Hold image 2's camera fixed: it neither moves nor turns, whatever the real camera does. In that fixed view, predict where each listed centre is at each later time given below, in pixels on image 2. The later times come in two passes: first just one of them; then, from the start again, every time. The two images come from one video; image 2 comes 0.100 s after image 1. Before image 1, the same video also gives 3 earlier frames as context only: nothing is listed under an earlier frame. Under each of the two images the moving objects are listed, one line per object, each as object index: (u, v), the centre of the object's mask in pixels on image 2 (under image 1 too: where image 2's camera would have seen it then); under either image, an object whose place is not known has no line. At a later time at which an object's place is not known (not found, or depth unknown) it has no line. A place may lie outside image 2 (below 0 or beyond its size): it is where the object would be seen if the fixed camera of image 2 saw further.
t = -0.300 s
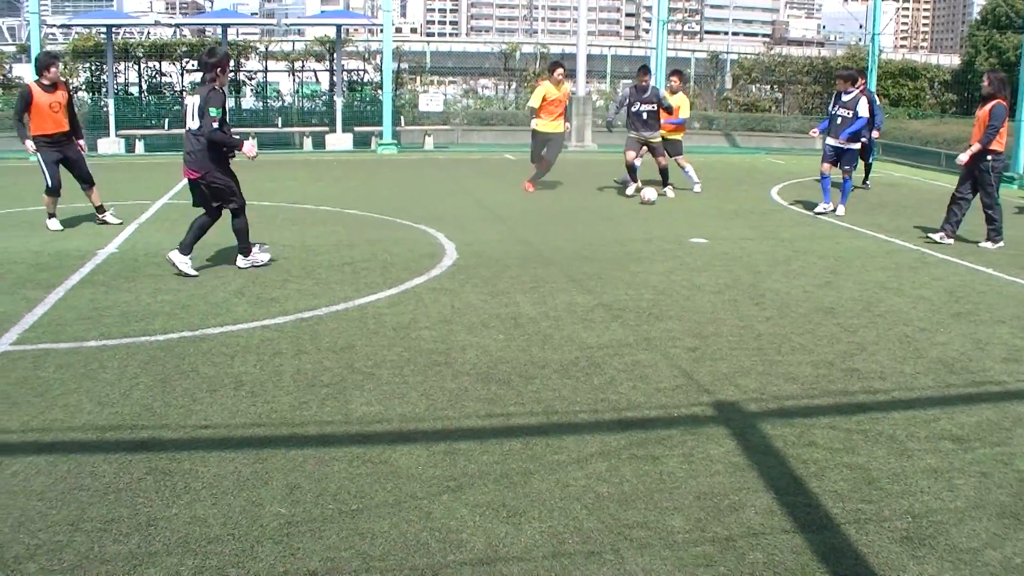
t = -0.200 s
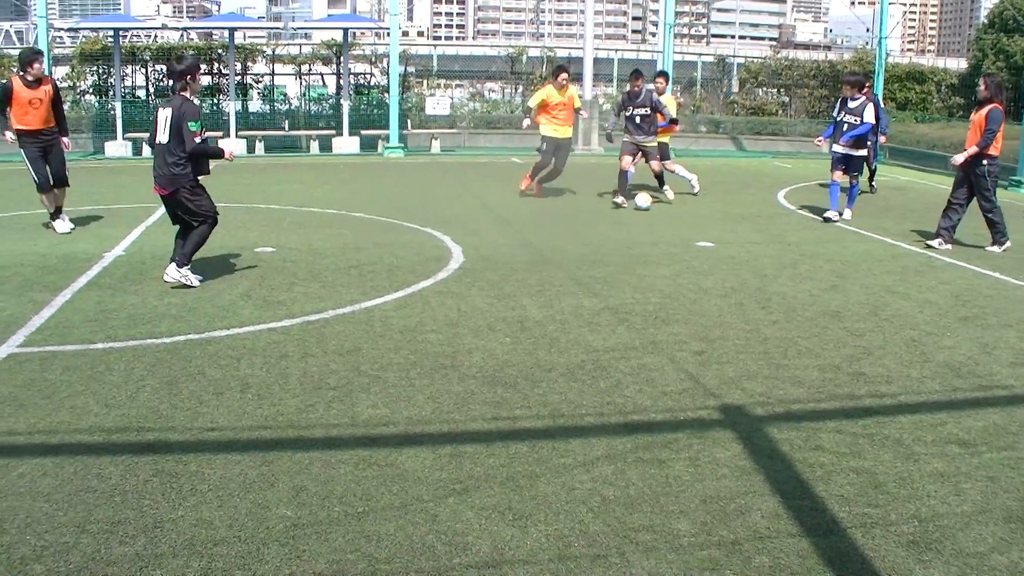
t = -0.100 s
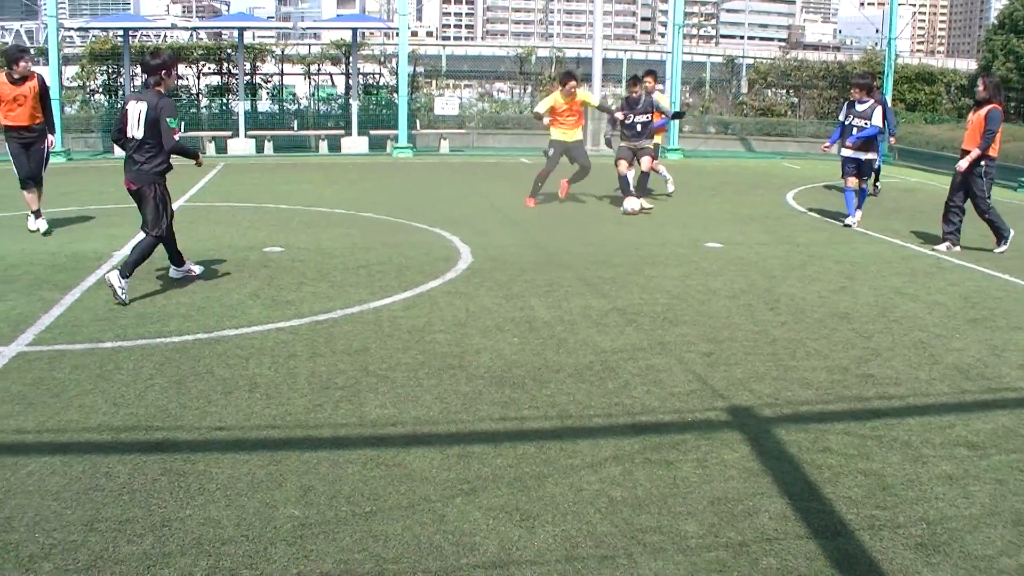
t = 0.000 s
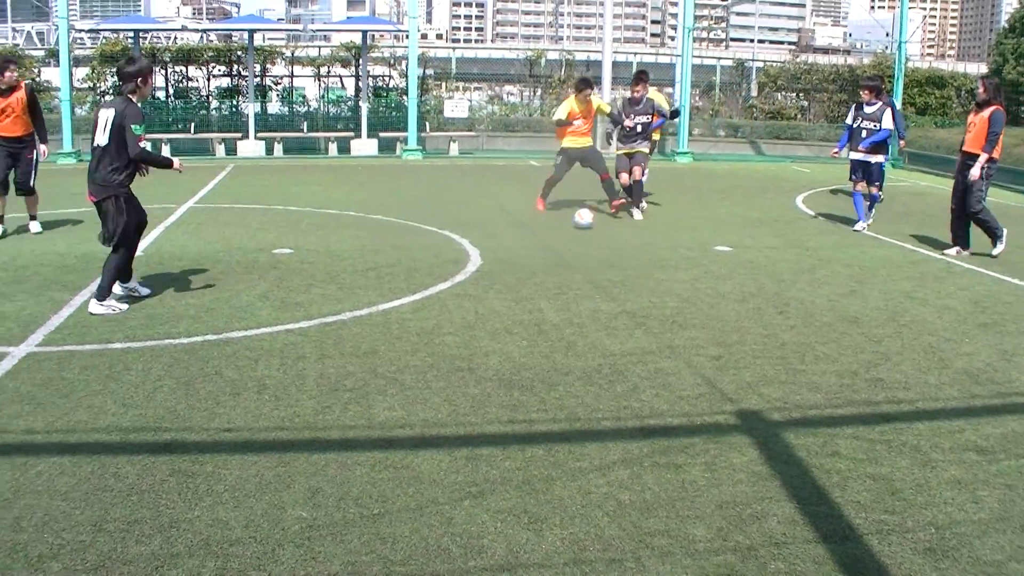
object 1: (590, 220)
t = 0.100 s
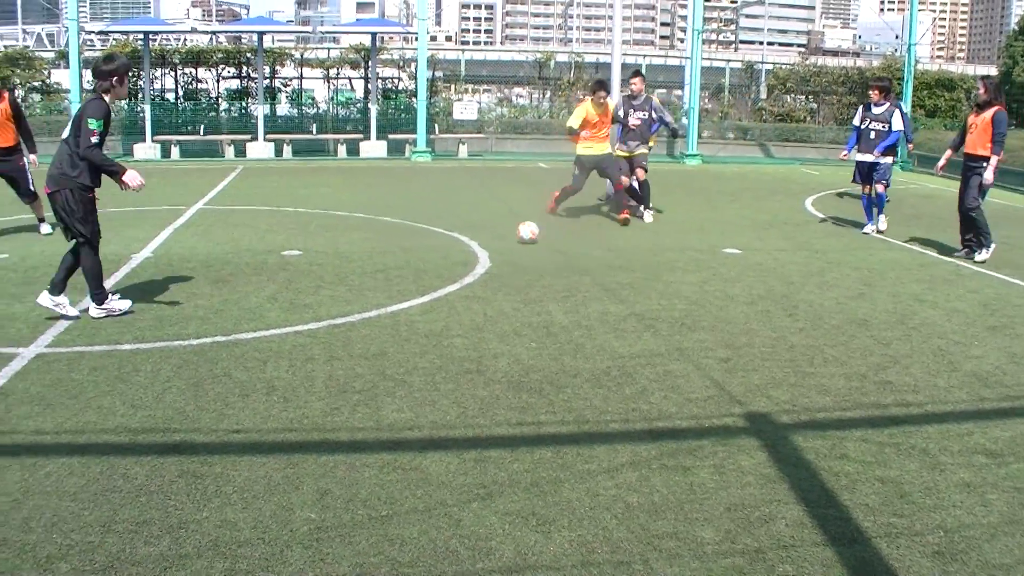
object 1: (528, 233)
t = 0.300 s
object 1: (378, 259)
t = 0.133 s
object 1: (504, 238)
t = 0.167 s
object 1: (481, 242)
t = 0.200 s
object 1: (456, 247)
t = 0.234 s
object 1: (431, 252)
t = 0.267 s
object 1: (405, 254)
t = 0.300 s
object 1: (378, 259)
